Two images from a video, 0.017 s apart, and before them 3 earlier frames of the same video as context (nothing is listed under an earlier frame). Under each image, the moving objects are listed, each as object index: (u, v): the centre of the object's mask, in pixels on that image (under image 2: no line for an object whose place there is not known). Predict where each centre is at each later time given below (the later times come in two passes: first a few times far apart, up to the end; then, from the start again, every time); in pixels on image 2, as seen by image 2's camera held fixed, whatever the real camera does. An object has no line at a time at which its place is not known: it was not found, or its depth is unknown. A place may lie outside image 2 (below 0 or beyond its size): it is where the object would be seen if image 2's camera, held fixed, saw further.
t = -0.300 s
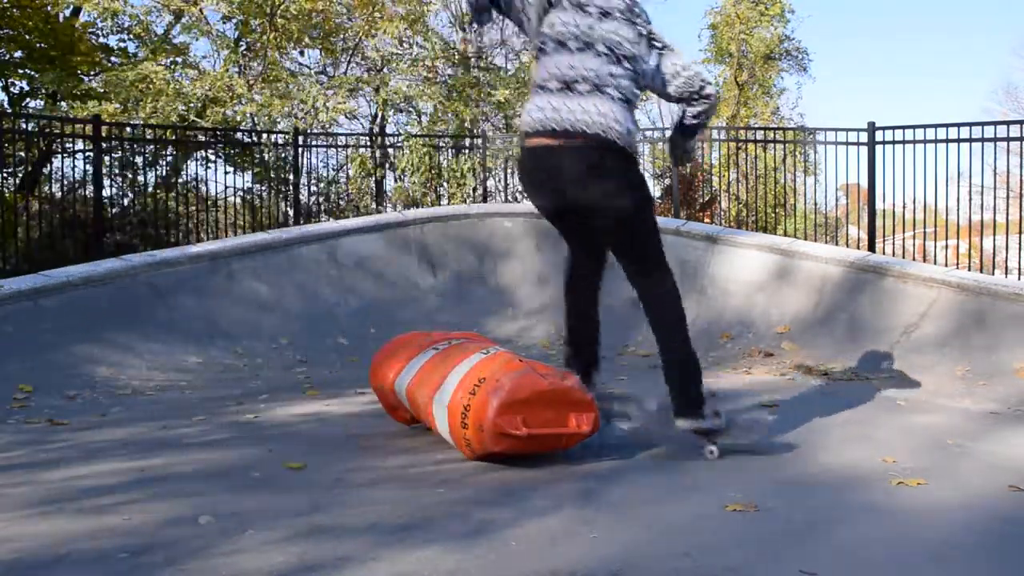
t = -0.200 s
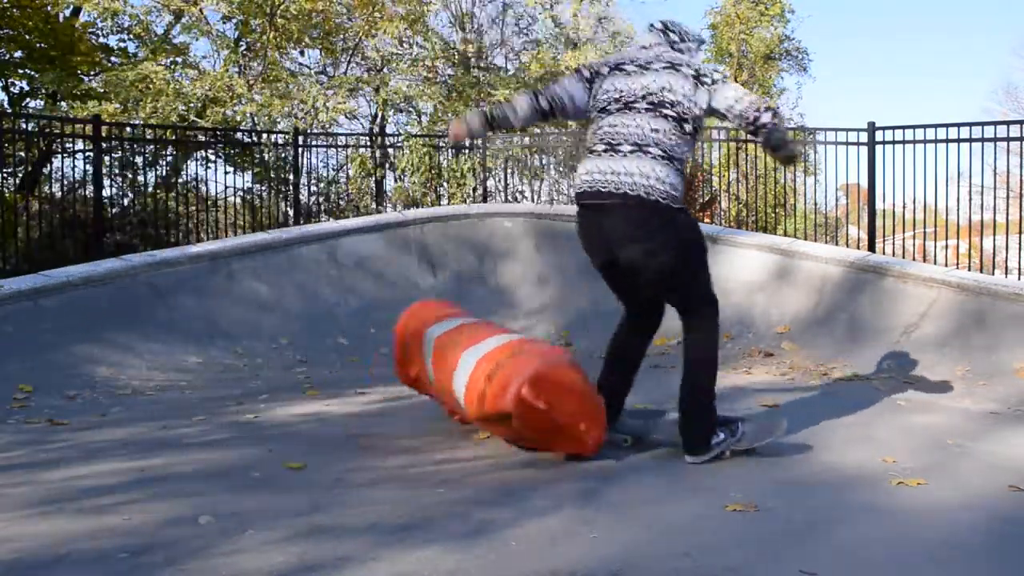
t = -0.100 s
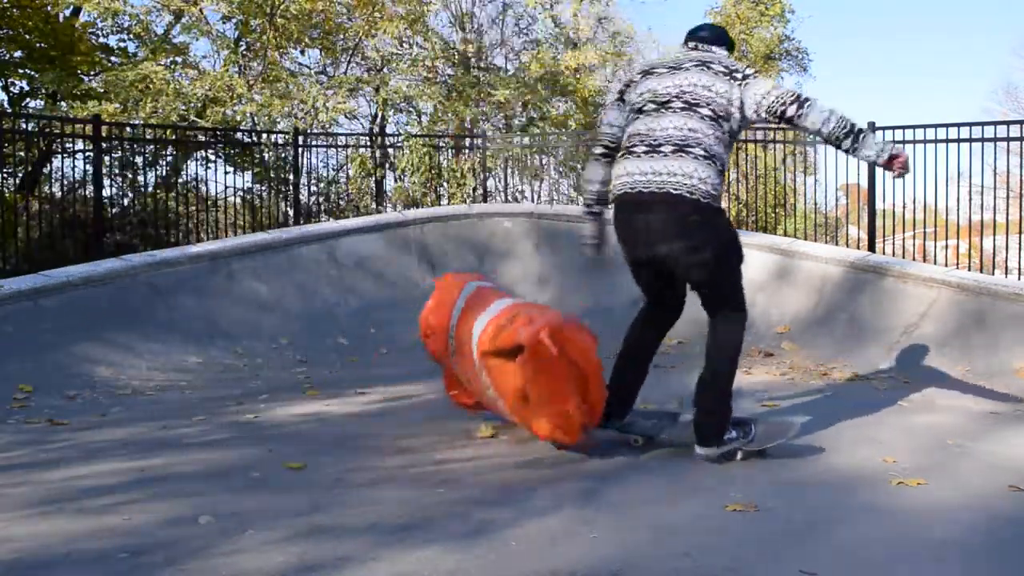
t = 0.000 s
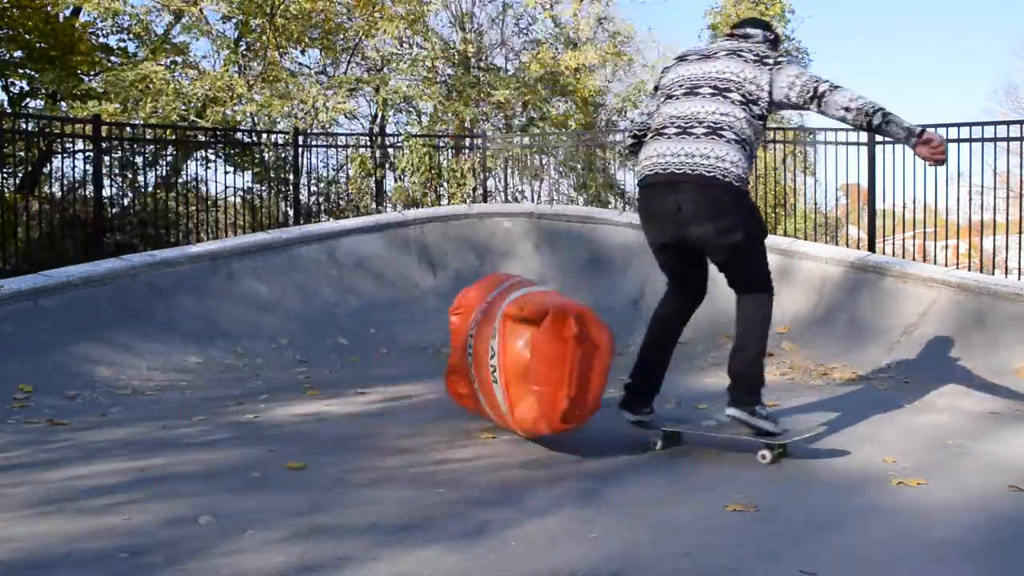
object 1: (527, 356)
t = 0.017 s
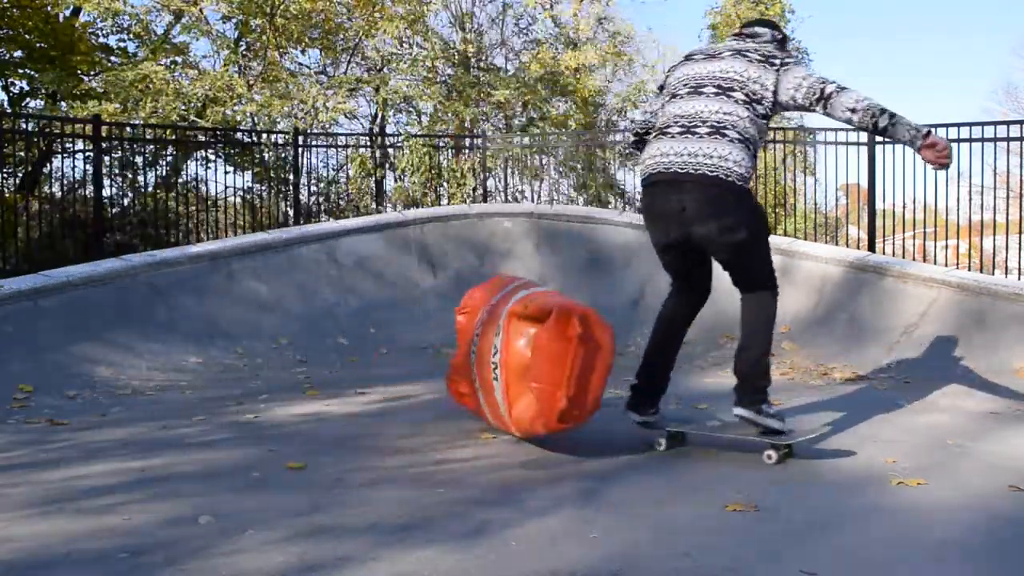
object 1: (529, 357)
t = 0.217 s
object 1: (559, 385)
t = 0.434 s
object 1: (603, 383)
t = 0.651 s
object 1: (629, 381)
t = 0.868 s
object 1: (644, 377)
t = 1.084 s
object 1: (648, 376)
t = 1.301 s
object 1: (644, 378)
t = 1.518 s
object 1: (630, 381)
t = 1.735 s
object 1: (606, 387)
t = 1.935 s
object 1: (578, 391)
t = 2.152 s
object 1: (559, 385)
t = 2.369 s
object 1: (556, 384)
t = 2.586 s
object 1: (566, 387)
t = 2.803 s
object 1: (587, 390)
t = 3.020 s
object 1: (601, 387)
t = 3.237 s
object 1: (600, 388)
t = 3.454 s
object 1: (586, 391)
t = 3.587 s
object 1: (577, 391)
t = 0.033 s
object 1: (531, 359)
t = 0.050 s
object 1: (533, 361)
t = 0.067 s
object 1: (535, 362)
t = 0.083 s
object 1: (538, 365)
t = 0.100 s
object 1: (540, 368)
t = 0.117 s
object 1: (542, 370)
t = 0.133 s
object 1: (545, 373)
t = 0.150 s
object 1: (547, 377)
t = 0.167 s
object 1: (550, 381)
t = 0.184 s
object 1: (552, 384)
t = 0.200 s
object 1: (555, 385)
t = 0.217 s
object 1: (559, 385)
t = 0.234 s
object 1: (563, 385)
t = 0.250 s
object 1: (567, 385)
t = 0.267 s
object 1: (570, 386)
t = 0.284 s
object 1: (574, 388)
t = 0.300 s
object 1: (577, 390)
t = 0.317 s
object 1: (580, 391)
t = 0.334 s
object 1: (584, 393)
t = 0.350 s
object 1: (588, 393)
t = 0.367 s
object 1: (591, 392)
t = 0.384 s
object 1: (594, 390)
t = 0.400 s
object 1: (597, 388)
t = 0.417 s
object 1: (600, 386)
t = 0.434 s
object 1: (603, 383)
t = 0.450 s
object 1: (605, 382)
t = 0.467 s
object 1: (607, 381)
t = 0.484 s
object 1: (610, 380)
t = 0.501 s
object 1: (612, 379)
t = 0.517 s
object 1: (614, 379)
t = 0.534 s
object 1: (617, 379)
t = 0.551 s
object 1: (619, 379)
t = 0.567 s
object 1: (621, 379)
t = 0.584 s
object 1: (623, 381)
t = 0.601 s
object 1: (624, 381)
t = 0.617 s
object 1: (626, 382)
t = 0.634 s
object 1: (628, 382)
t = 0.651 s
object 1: (629, 381)
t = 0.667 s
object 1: (631, 380)
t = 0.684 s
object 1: (632, 379)
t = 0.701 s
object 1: (634, 379)
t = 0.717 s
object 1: (635, 378)
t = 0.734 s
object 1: (636, 379)
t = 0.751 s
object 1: (638, 378)
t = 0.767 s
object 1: (639, 379)
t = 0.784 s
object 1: (640, 379)
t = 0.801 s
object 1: (641, 378)
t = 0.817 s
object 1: (642, 378)
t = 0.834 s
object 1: (643, 377)
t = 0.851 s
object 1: (644, 377)
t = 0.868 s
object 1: (644, 377)
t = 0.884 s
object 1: (645, 377)
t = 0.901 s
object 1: (645, 377)
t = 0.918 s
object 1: (646, 377)
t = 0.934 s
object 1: (647, 377)
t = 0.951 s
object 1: (647, 377)
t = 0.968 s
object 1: (647, 376)
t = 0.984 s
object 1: (648, 376)
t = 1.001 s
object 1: (648, 376)
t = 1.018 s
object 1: (648, 376)
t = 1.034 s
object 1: (648, 376)
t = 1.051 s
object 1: (648, 376)
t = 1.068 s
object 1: (648, 376)
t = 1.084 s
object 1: (648, 376)
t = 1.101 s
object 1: (648, 376)
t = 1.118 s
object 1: (648, 376)
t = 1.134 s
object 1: (648, 376)
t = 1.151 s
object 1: (648, 377)
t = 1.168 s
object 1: (648, 377)
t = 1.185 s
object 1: (648, 377)
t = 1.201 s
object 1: (647, 377)
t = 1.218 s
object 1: (647, 377)
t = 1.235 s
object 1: (647, 377)
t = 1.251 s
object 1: (646, 377)
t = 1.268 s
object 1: (645, 377)
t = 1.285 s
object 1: (645, 378)
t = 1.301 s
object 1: (644, 378)
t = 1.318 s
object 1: (643, 378)
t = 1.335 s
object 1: (642, 378)
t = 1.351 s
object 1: (641, 378)
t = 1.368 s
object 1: (641, 379)
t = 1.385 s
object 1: (640, 379)
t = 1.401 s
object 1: (639, 379)
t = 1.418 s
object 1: (638, 379)
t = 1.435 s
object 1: (636, 380)
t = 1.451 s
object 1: (636, 380)
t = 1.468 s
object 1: (634, 380)
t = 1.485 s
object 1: (633, 381)
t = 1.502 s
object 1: (631, 381)
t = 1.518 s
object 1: (630, 381)
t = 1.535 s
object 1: (629, 382)
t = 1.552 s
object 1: (627, 382)
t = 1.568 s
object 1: (625, 383)
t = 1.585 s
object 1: (623, 383)
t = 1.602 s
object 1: (622, 383)
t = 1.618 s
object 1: (620, 383)
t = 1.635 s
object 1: (618, 384)
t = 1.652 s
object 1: (616, 384)
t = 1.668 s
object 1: (614, 384)
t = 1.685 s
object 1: (612, 385)
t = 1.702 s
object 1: (610, 385)
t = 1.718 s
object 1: (608, 386)
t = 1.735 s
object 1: (606, 387)
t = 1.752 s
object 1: (604, 387)
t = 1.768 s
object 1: (601, 388)
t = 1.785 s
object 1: (599, 389)
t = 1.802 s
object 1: (597, 389)
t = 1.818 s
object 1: (594, 390)
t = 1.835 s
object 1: (591, 391)
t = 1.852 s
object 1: (588, 391)
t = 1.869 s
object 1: (586, 392)
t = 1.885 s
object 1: (584, 393)
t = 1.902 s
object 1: (582, 393)
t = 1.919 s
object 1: (580, 392)
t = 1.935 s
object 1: (578, 391)
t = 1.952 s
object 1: (576, 390)
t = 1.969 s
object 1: (575, 388)
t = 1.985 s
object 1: (573, 388)
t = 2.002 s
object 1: (571, 387)
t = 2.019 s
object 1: (569, 387)
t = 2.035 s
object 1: (567, 387)
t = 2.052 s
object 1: (566, 388)
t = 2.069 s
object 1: (565, 387)
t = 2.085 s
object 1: (564, 385)
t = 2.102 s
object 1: (562, 385)
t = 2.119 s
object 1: (561, 385)
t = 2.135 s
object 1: (560, 385)
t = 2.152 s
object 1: (559, 385)
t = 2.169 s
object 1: (558, 385)
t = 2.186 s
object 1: (558, 384)
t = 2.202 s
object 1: (557, 384)
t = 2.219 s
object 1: (557, 384)
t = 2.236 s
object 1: (556, 384)
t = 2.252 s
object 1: (556, 384)
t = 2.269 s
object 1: (556, 384)
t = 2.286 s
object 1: (556, 384)
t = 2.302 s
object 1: (556, 384)
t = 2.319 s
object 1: (556, 383)
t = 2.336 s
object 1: (556, 383)
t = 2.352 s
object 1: (556, 384)
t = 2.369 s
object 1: (556, 384)
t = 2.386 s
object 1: (556, 384)
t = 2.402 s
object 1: (556, 384)
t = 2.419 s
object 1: (557, 384)
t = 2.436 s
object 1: (557, 384)
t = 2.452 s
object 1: (558, 384)
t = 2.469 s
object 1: (558, 384)
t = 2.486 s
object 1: (559, 385)
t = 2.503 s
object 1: (560, 385)
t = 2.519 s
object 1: (561, 385)
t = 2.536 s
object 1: (562, 386)
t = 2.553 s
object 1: (563, 386)
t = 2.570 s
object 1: (565, 386)
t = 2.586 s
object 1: (566, 387)
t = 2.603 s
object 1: (567, 388)
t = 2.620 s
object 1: (569, 388)
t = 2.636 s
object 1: (570, 389)
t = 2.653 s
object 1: (572, 390)
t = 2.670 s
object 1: (574, 390)
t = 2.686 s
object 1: (576, 391)
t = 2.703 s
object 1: (578, 392)
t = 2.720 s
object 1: (579, 391)
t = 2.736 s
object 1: (581, 391)
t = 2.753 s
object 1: (583, 391)
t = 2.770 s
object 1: (584, 390)
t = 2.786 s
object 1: (586, 390)
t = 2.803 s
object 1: (587, 390)
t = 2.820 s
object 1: (589, 390)
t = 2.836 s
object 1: (591, 390)
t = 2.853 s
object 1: (592, 391)
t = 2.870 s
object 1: (593, 390)
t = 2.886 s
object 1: (594, 390)
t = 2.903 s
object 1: (596, 389)
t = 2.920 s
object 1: (597, 388)
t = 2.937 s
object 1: (597, 387)
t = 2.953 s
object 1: (599, 387)
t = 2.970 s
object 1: (599, 387)
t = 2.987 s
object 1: (600, 387)
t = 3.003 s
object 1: (600, 387)
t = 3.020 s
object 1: (601, 387)
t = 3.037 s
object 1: (601, 387)
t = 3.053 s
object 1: (601, 387)
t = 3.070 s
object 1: (602, 387)
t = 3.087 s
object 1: (602, 387)
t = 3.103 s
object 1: (602, 387)
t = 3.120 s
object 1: (602, 386)
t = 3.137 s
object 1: (602, 386)
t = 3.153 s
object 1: (602, 387)
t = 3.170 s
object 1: (602, 387)
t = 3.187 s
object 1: (601, 387)
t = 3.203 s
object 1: (601, 388)
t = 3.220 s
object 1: (601, 388)
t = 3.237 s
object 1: (600, 388)
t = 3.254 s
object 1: (600, 388)
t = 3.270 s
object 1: (599, 388)
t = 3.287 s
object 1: (598, 388)
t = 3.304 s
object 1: (597, 388)
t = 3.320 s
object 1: (597, 389)
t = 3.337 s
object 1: (596, 389)
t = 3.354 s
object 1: (595, 390)
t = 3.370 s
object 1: (593, 389)
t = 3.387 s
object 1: (592, 390)
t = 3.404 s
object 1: (590, 390)
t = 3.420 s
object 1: (589, 390)
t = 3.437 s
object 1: (588, 391)
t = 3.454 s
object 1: (586, 391)
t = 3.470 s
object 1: (585, 392)
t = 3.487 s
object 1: (584, 392)
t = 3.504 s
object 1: (583, 392)
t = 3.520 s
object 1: (582, 392)
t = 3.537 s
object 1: (581, 391)
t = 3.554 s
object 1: (579, 391)
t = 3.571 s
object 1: (578, 391)
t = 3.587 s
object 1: (577, 391)
